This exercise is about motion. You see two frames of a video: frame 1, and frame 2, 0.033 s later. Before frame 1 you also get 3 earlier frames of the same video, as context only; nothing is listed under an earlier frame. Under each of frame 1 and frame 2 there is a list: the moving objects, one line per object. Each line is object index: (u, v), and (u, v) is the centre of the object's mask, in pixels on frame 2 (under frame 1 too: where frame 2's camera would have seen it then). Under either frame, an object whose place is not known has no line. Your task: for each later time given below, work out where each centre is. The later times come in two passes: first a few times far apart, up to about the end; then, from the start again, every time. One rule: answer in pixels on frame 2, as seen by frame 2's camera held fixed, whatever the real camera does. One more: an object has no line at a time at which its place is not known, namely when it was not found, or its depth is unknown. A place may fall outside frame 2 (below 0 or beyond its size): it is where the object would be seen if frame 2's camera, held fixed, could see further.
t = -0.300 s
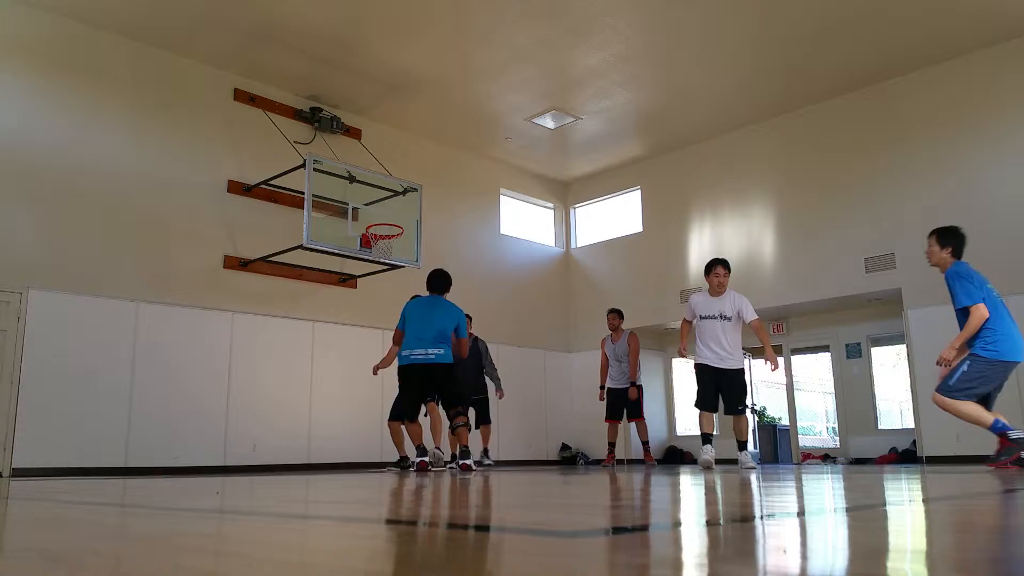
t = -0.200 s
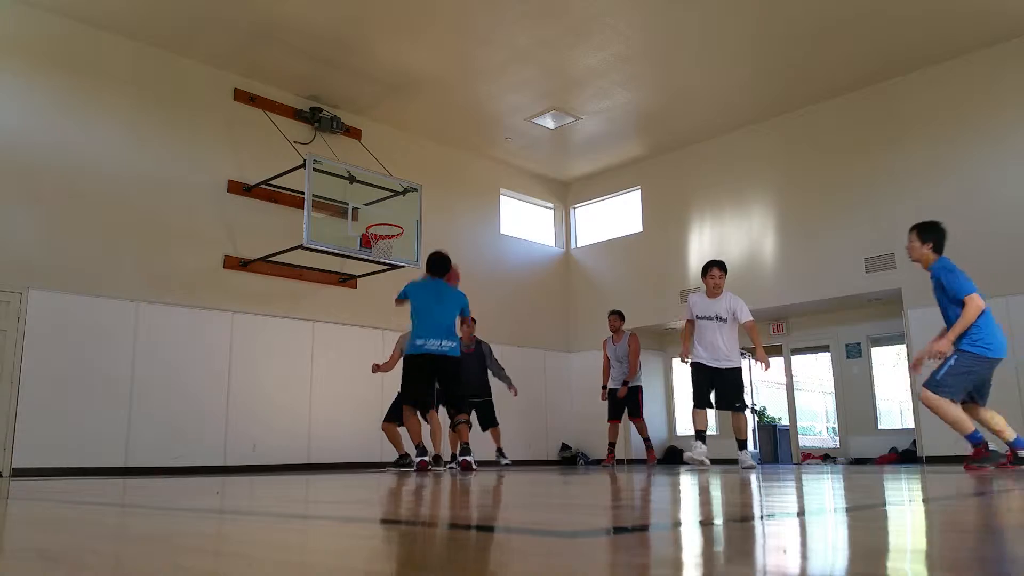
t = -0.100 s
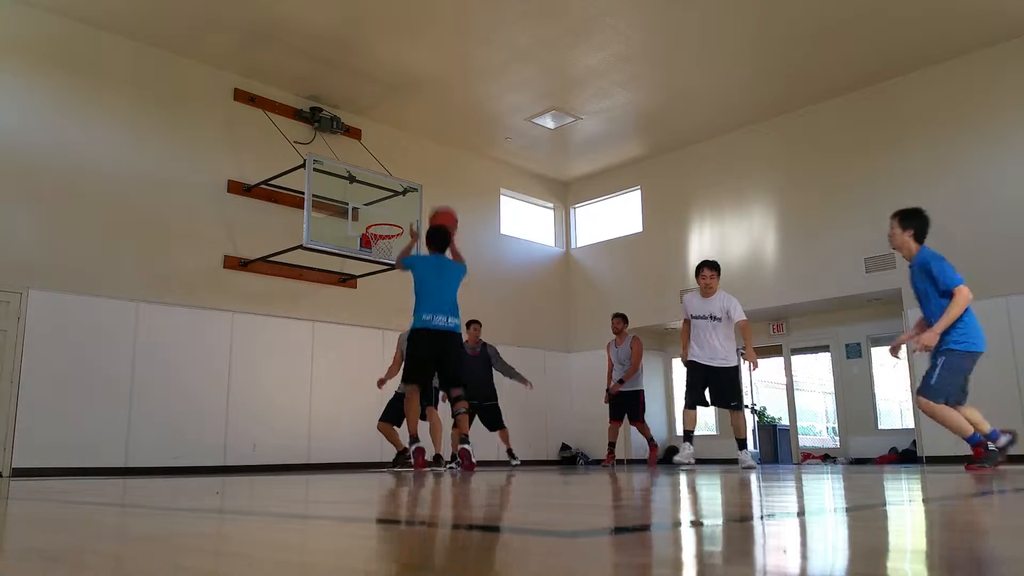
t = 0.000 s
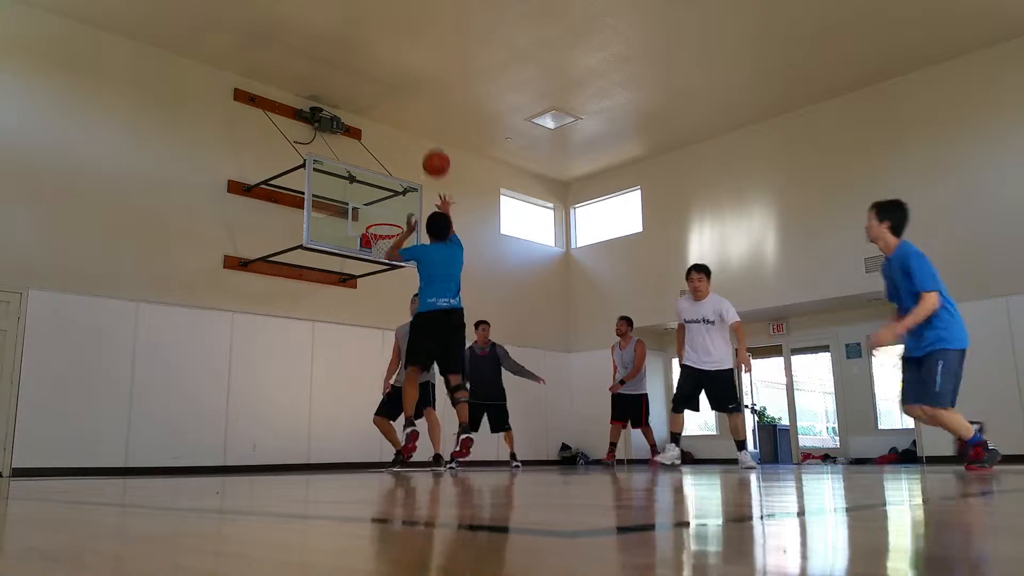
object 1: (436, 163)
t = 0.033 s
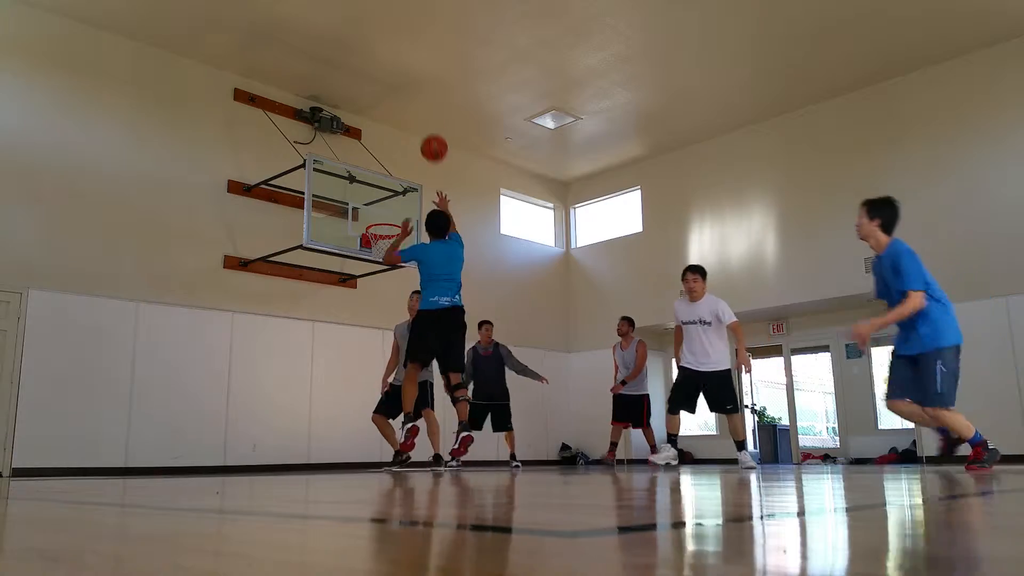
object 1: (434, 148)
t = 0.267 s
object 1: (421, 84)
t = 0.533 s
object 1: (410, 79)
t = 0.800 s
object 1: (401, 129)
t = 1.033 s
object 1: (394, 208)
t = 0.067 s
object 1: (432, 135)
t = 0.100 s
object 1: (430, 122)
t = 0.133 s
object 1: (428, 112)
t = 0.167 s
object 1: (426, 103)
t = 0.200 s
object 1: (424, 95)
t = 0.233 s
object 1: (423, 89)
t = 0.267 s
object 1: (421, 84)
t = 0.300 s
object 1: (419, 80)
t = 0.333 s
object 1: (418, 77)
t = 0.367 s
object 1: (417, 75)
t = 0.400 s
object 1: (415, 74)
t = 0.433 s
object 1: (414, 74)
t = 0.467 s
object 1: (412, 75)
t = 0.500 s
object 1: (411, 76)
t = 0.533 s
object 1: (410, 79)
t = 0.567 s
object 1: (409, 83)
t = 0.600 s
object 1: (408, 87)
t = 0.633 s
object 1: (406, 92)
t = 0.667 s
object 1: (405, 98)
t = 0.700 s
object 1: (404, 105)
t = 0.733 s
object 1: (403, 112)
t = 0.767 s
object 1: (402, 120)
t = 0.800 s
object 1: (401, 129)
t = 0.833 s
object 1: (400, 138)
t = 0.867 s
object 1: (399, 148)
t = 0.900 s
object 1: (398, 159)
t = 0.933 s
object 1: (397, 170)
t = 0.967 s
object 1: (396, 182)
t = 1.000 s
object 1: (395, 195)
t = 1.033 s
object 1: (394, 208)
